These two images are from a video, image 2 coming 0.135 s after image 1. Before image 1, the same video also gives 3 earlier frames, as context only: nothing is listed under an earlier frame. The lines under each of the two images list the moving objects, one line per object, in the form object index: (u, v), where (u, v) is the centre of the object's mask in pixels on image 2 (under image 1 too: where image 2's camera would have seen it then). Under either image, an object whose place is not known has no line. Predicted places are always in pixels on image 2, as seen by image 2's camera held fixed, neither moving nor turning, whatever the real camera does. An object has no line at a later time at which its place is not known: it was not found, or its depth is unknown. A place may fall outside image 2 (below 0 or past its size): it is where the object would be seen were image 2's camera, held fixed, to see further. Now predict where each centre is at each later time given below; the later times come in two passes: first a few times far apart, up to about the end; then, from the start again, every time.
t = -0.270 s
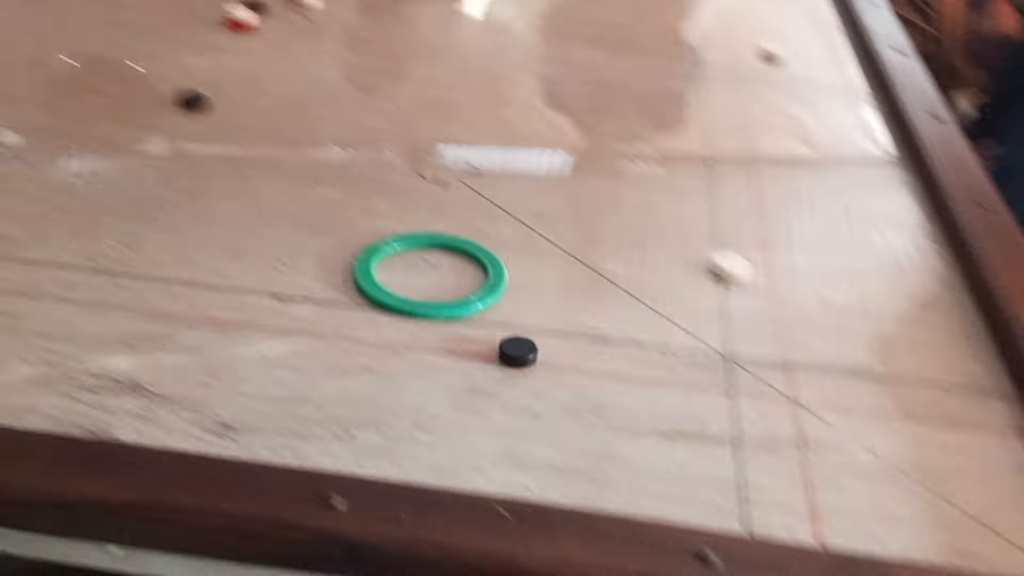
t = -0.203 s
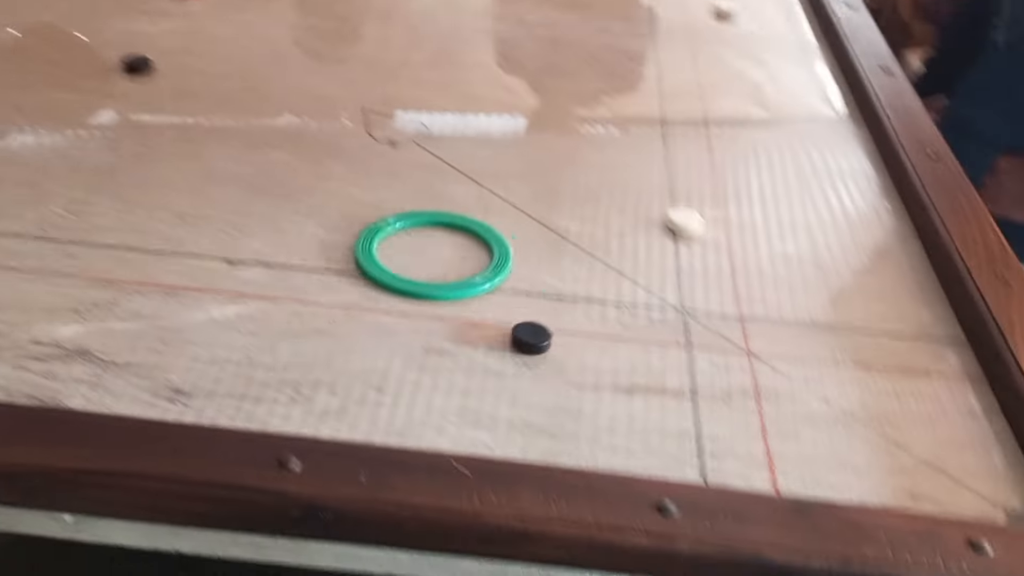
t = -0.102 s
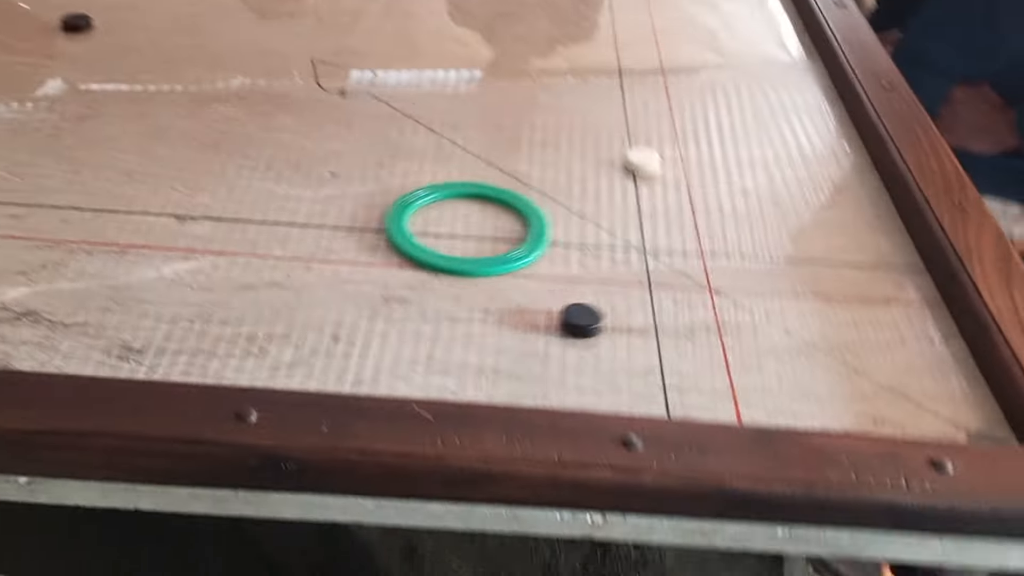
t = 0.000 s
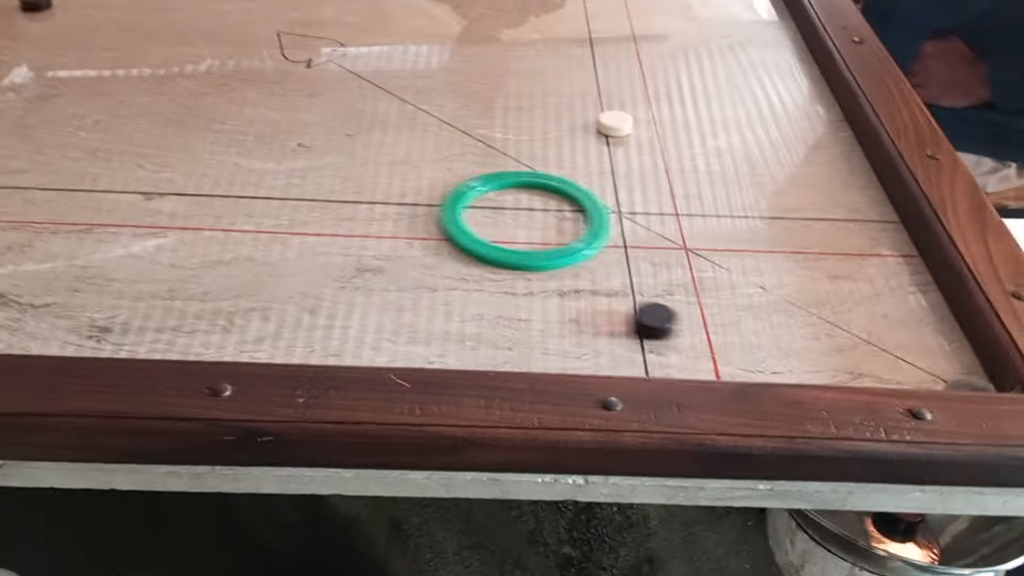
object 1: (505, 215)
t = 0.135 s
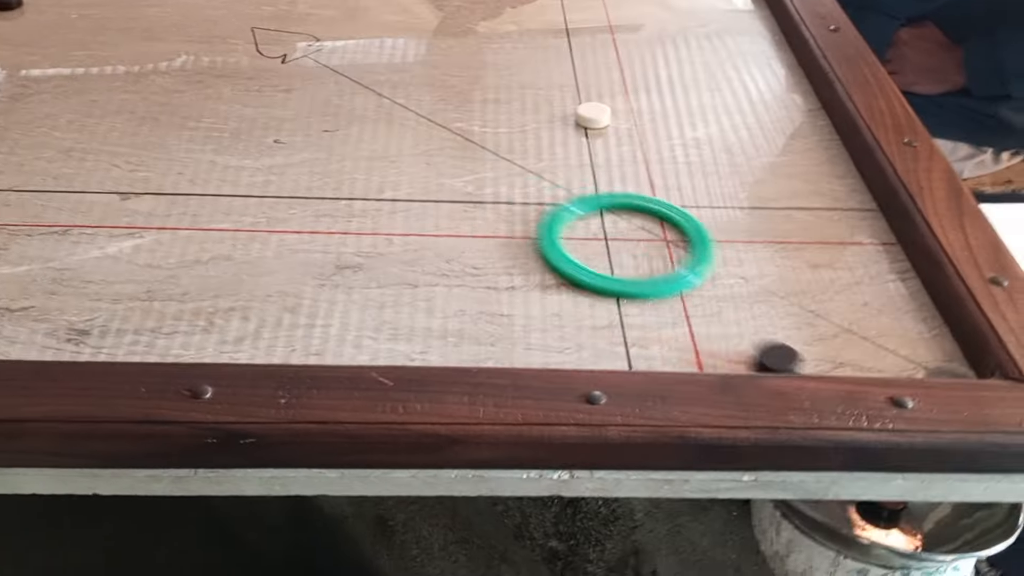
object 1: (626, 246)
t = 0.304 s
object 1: (785, 286)
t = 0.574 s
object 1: (746, 294)
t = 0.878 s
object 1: (619, 286)
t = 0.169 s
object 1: (657, 254)
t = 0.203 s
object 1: (689, 262)
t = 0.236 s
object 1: (721, 270)
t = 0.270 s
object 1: (753, 278)
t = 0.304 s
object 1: (785, 286)
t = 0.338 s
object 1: (820, 294)
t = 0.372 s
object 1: (838, 298)
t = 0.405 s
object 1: (822, 297)
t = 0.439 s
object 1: (807, 297)
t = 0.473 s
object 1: (791, 296)
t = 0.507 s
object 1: (776, 295)
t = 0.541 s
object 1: (761, 295)
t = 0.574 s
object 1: (746, 294)
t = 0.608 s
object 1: (732, 293)
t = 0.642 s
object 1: (717, 292)
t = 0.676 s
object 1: (703, 292)
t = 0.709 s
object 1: (688, 291)
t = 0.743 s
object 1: (674, 290)
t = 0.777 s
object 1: (660, 289)
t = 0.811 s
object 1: (646, 288)
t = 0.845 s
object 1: (632, 287)
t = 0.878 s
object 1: (619, 286)
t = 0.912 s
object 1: (605, 285)
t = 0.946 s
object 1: (592, 284)
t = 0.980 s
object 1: (579, 283)
